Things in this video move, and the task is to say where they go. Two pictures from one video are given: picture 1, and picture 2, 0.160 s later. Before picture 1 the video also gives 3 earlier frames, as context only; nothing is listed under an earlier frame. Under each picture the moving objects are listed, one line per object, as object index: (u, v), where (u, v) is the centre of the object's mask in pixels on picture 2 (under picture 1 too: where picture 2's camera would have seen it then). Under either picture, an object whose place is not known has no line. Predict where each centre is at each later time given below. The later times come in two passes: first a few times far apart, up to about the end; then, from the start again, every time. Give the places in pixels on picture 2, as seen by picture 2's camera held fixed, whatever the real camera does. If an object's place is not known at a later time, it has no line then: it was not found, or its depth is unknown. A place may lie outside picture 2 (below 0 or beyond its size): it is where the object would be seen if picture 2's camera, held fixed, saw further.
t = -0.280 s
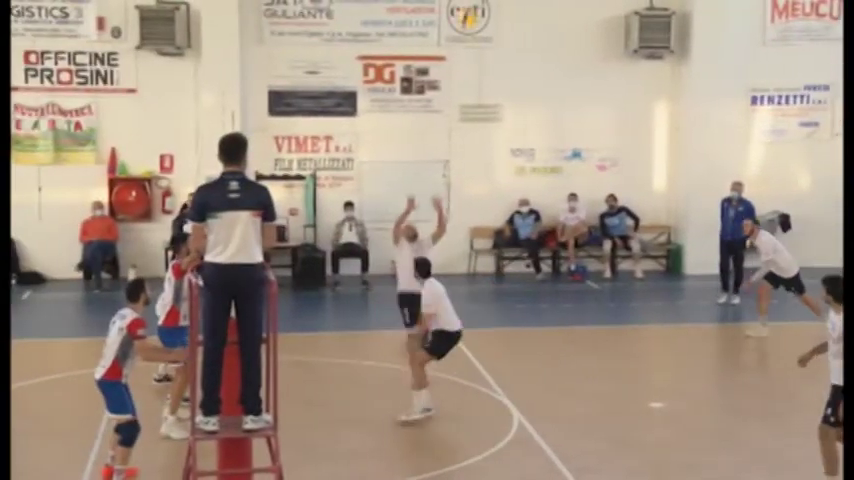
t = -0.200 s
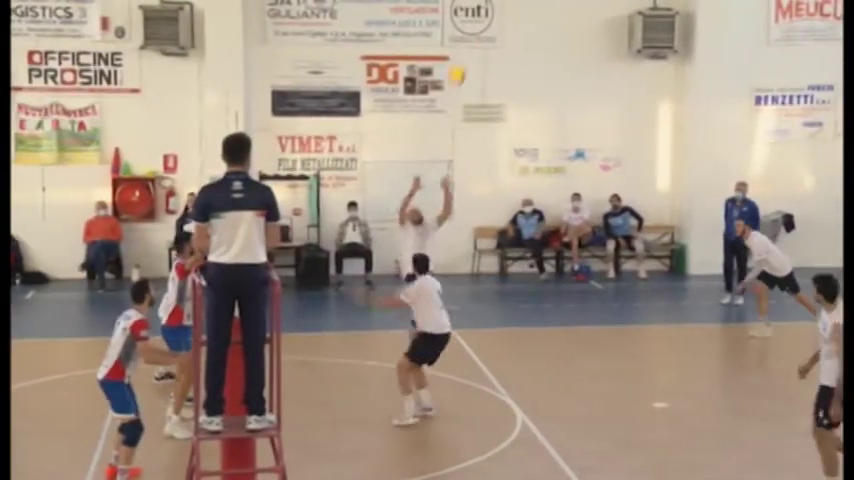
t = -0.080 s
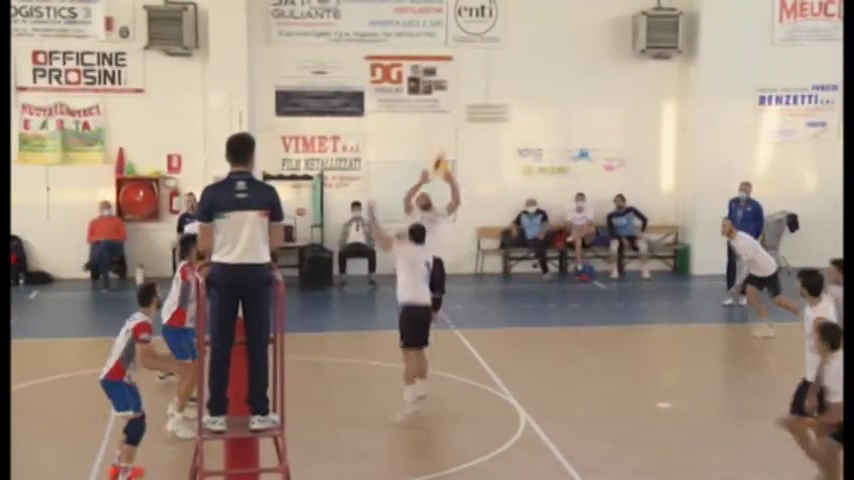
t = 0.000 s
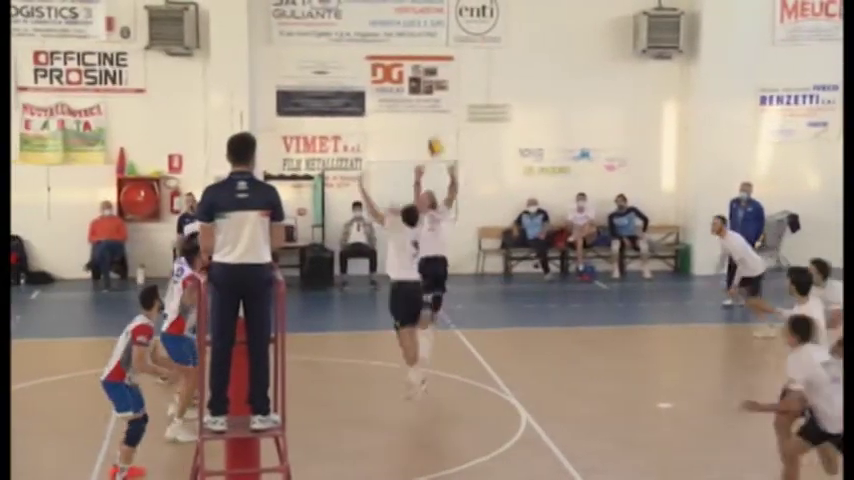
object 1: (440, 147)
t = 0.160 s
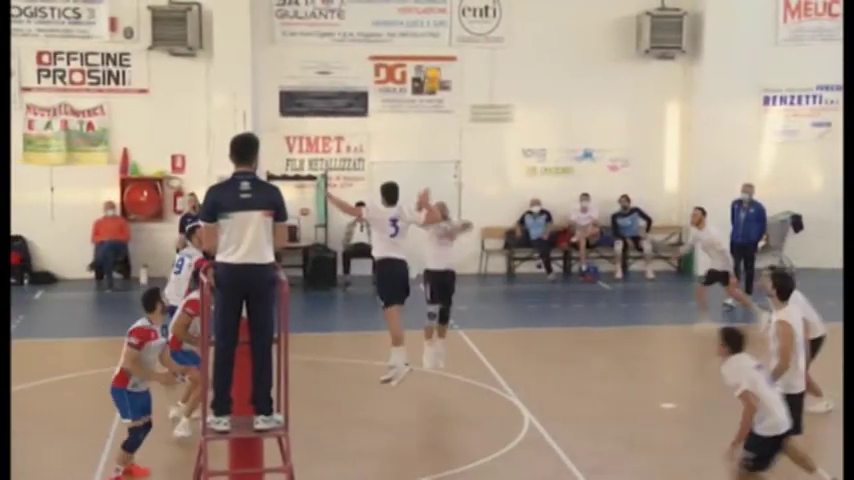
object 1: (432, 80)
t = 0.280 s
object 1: (428, 40)
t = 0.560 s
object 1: (417, 4)
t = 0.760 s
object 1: (406, 21)
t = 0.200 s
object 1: (432, 67)
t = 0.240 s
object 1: (430, 53)
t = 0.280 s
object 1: (428, 40)
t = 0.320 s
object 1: (429, 29)
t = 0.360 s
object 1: (425, 20)
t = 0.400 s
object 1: (423, 12)
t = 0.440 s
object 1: (421, 8)
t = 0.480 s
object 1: (420, 6)
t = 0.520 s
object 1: (418, 5)
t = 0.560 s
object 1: (417, 4)
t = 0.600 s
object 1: (416, 4)
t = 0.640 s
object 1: (414, 5)
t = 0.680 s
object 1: (410, 7)
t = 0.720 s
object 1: (408, 12)
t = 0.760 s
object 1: (406, 21)
